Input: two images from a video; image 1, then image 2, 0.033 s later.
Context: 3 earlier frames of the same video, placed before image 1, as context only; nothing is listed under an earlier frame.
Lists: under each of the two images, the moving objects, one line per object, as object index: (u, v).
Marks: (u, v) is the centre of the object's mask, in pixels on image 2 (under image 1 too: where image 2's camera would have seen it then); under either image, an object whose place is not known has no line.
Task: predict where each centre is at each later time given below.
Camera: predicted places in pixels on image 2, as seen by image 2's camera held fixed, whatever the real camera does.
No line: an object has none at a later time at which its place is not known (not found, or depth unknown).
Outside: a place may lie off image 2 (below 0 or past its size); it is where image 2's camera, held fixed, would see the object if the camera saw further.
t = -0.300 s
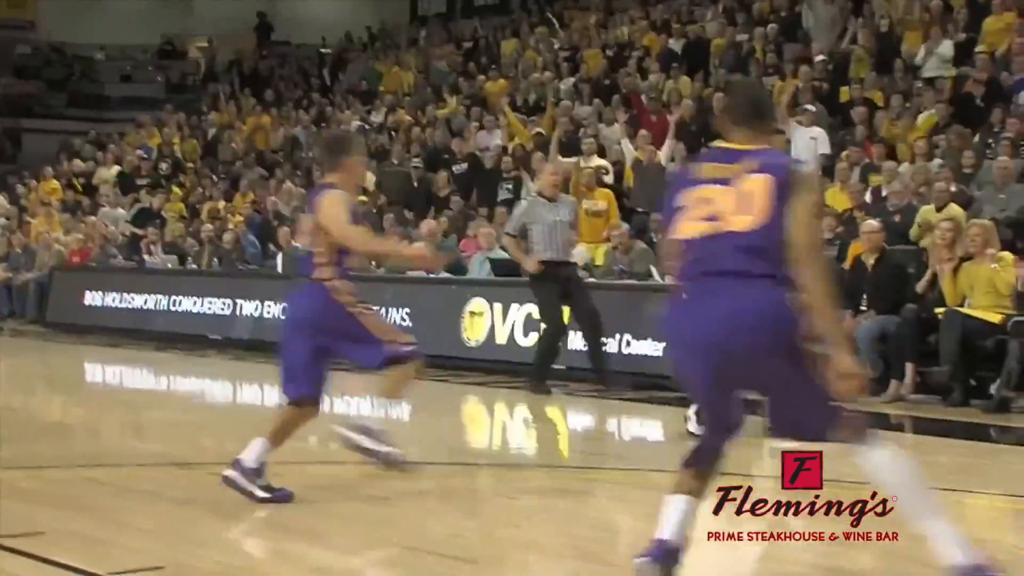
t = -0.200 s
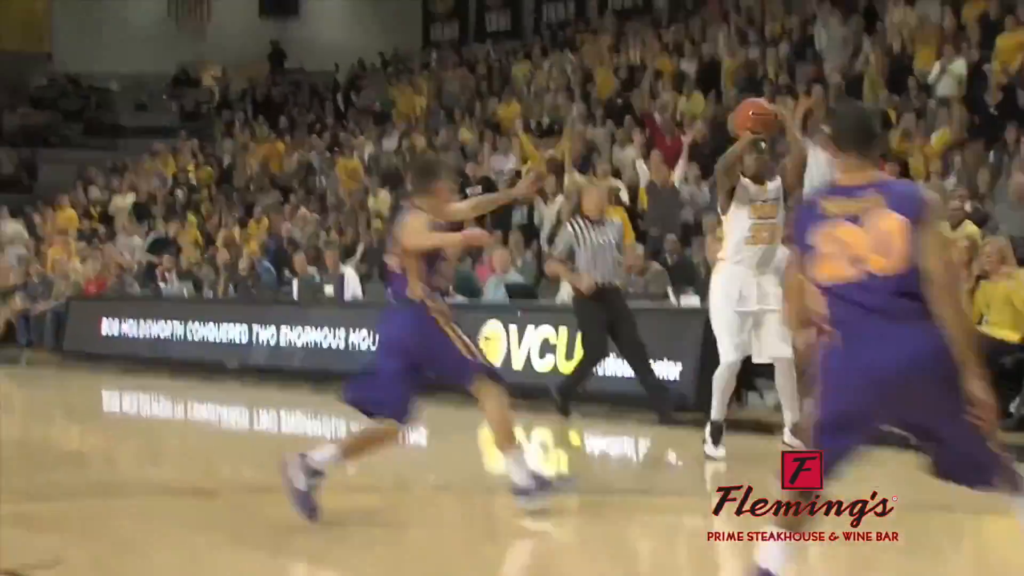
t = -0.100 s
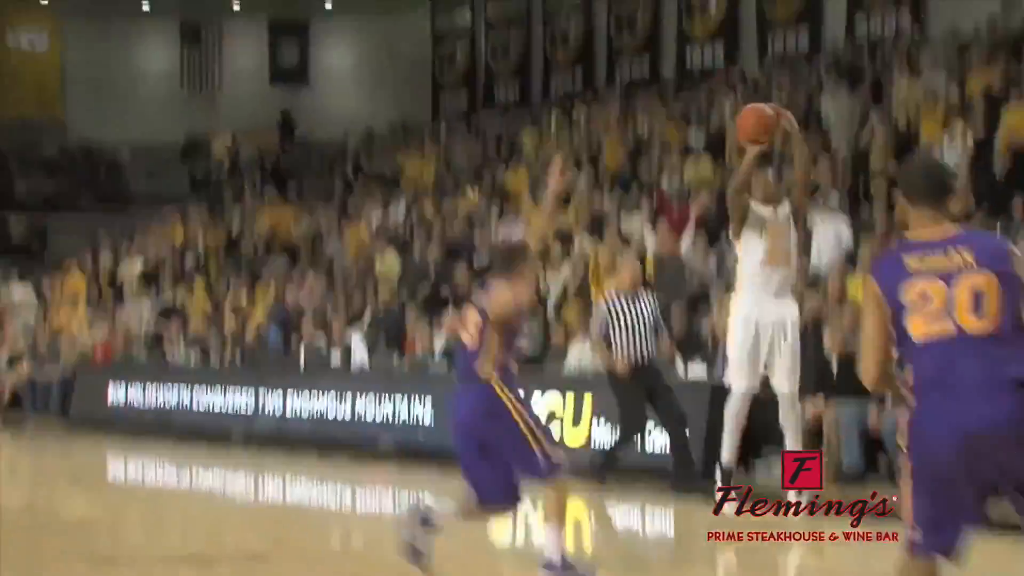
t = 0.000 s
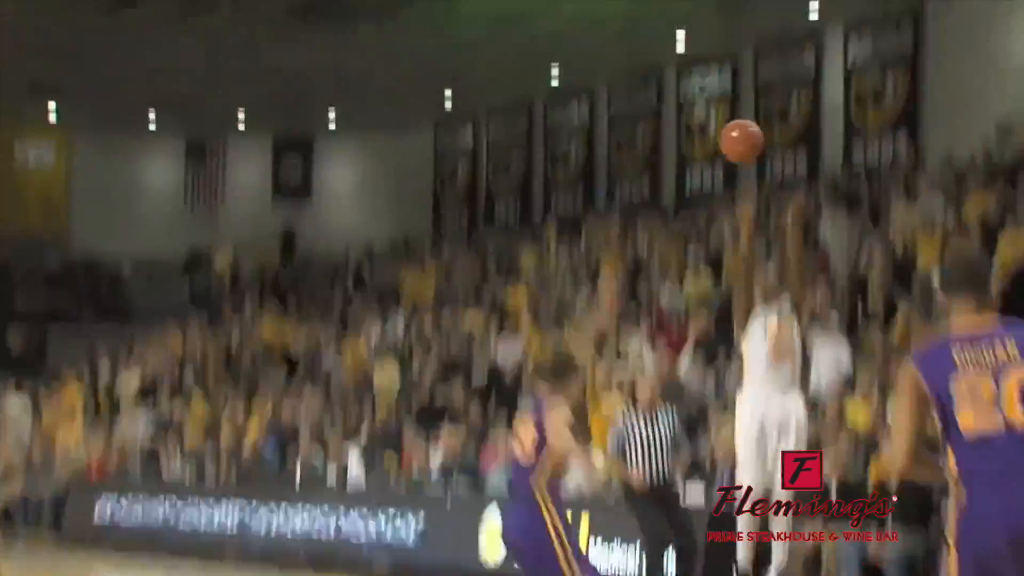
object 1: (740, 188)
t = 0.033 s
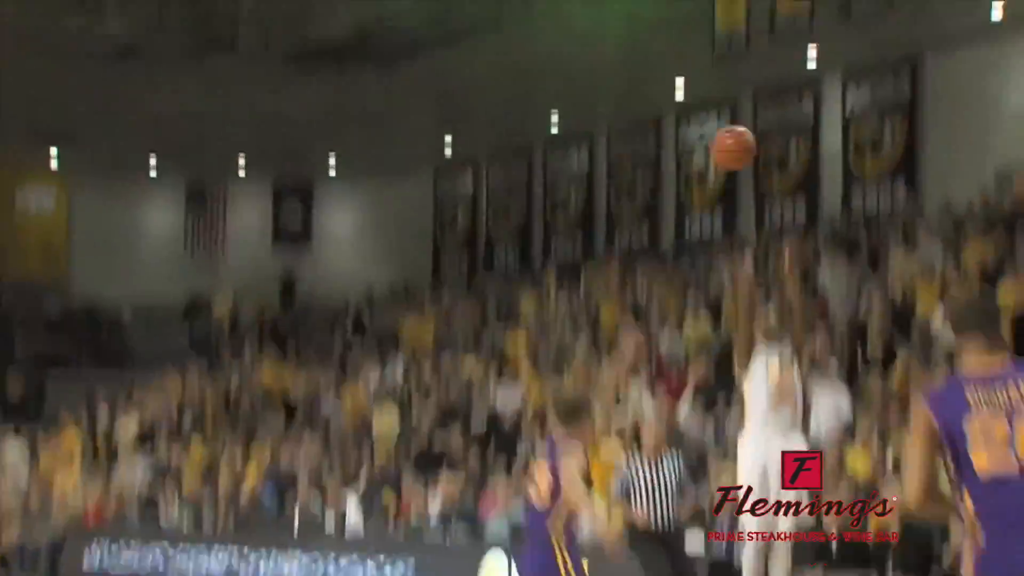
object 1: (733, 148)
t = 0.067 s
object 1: (727, 108)
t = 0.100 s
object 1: (721, 68)
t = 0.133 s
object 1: (714, 29)
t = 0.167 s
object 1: (705, -11)
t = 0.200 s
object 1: (700, -48)
